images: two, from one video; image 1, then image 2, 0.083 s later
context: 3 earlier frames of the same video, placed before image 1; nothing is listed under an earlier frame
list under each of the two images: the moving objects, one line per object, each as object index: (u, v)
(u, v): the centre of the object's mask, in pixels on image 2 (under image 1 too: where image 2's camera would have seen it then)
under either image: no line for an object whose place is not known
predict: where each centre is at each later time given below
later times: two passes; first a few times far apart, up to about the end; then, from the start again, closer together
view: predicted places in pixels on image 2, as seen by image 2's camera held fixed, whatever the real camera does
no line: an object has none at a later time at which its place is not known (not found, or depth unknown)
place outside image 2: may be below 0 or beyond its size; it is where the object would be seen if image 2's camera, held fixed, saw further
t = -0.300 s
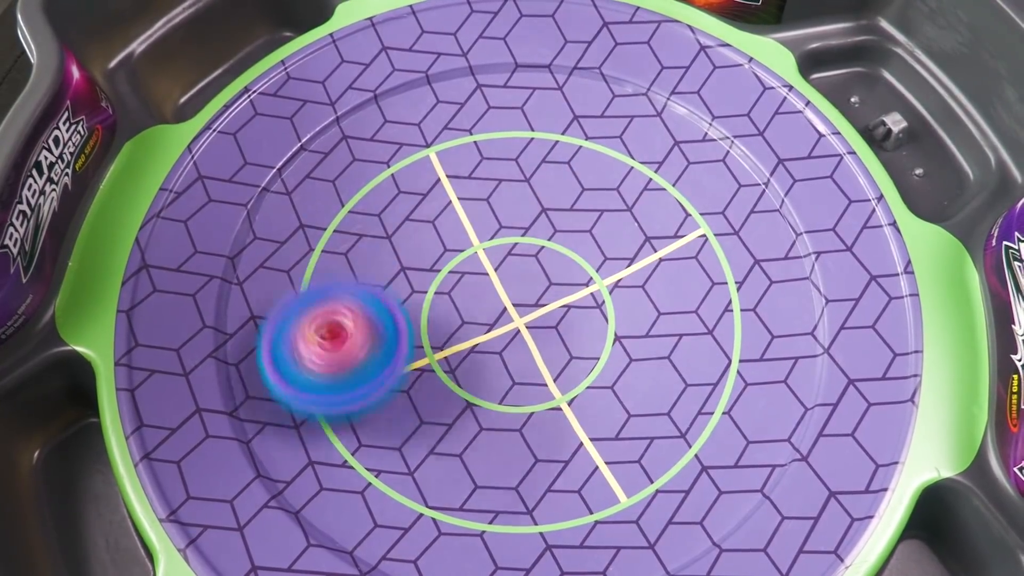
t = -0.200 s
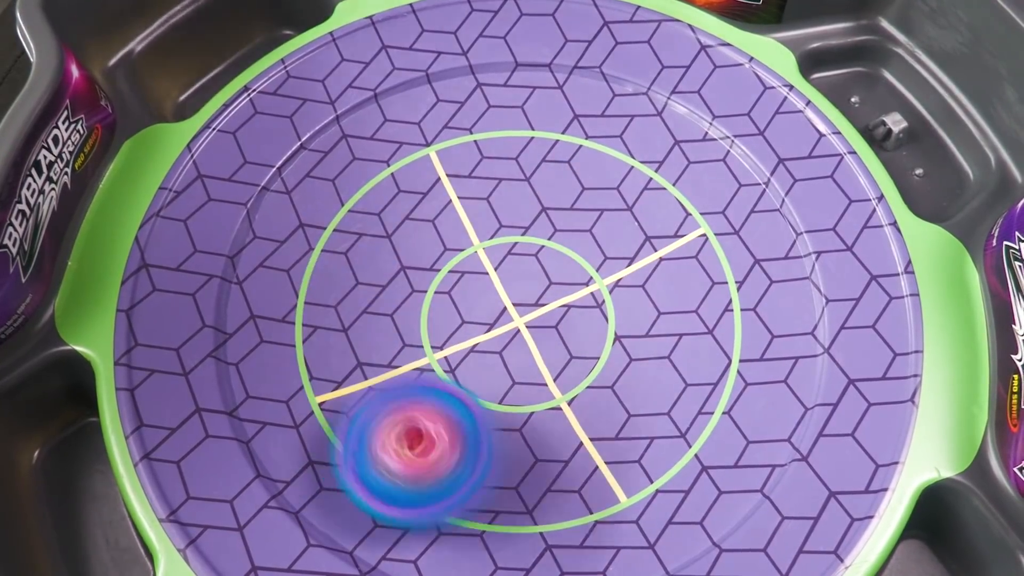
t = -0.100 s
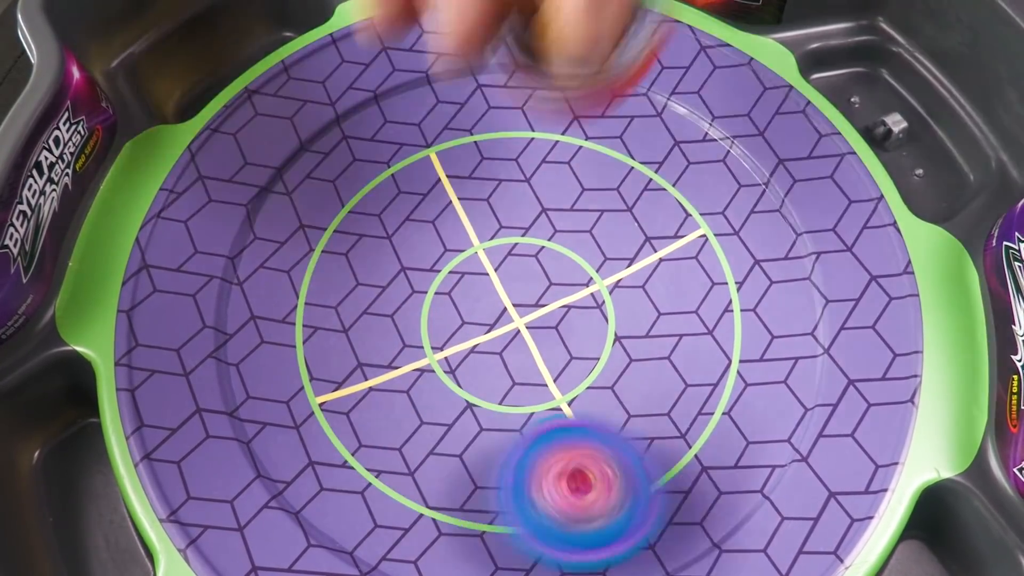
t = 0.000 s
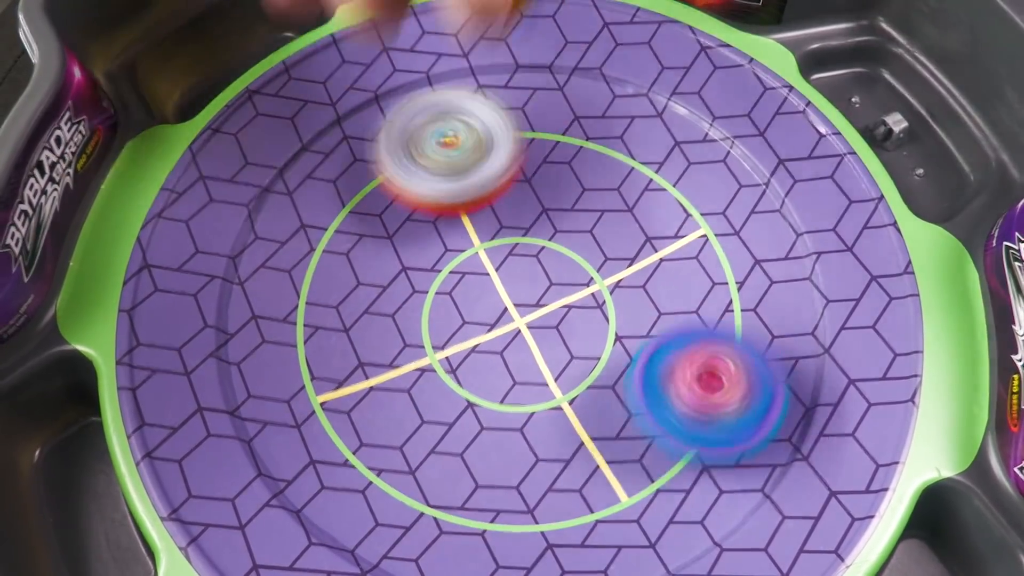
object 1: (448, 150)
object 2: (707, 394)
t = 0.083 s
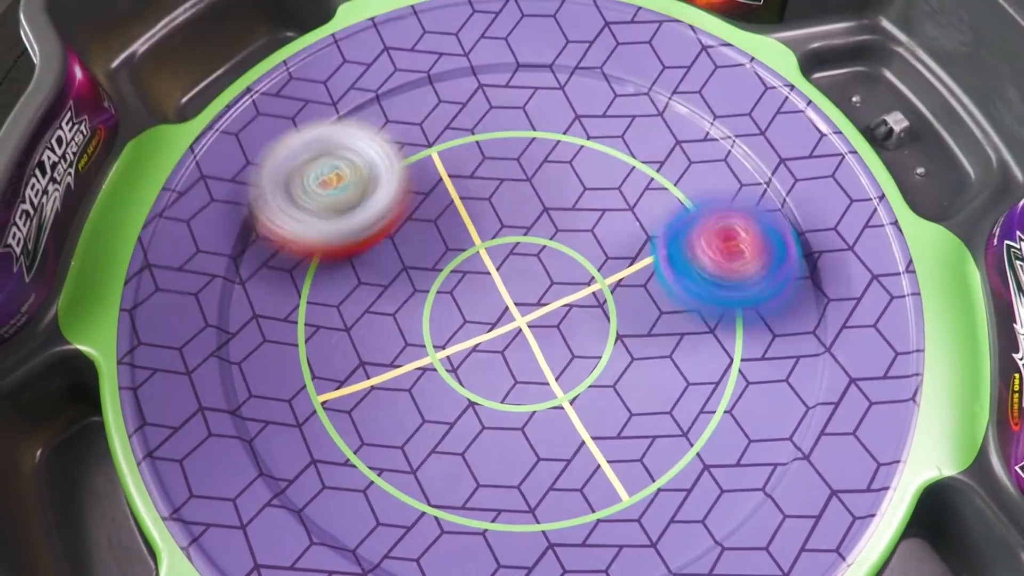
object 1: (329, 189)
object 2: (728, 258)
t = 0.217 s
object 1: (224, 424)
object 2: (555, 91)
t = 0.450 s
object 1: (802, 490)
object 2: (172, 282)
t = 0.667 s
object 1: (709, 59)
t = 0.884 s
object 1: (205, 279)
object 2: (674, 209)
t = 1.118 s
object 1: (675, 451)
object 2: (389, 40)
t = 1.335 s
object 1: (665, 38)
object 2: (270, 231)
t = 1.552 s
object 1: (158, 145)
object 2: (558, 393)
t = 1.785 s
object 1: (132, 491)
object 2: (685, 206)
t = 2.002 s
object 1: (478, 439)
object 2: (528, 108)
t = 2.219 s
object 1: (665, 114)
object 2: (465, 304)
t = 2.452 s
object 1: (279, 54)
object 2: (691, 291)
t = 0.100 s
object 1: (305, 205)
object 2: (718, 230)
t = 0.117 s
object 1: (280, 224)
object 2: (706, 203)
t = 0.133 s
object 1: (258, 247)
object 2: (690, 179)
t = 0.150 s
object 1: (235, 274)
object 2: (664, 157)
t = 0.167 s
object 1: (216, 304)
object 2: (642, 137)
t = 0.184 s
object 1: (210, 337)
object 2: (614, 118)
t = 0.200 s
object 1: (215, 379)
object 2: (588, 104)
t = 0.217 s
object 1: (224, 424)
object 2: (555, 91)
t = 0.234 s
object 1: (237, 464)
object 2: (525, 83)
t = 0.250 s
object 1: (253, 499)
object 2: (493, 79)
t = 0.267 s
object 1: (277, 521)
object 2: (457, 78)
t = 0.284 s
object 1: (316, 533)
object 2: (424, 78)
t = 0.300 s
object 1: (363, 542)
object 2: (392, 78)
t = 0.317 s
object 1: (411, 550)
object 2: (357, 84)
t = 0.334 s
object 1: (468, 553)
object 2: (326, 94)
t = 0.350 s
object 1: (524, 555)
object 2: (298, 112)
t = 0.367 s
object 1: (580, 551)
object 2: (270, 134)
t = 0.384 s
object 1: (632, 547)
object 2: (247, 158)
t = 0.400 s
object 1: (684, 537)
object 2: (224, 185)
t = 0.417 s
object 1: (729, 527)
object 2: (202, 217)
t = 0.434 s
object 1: (767, 511)
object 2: (185, 247)
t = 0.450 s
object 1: (802, 490)
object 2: (172, 282)
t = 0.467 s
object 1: (833, 448)
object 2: (163, 316)
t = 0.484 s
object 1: (857, 410)
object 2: (158, 352)
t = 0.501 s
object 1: (876, 367)
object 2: (156, 393)
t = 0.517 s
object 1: (885, 322)
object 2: (162, 431)
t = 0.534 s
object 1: (893, 280)
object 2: (173, 472)
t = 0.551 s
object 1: (891, 233)
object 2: (191, 503)
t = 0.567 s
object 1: (884, 189)
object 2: (216, 518)
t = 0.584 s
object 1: (874, 146)
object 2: (265, 509)
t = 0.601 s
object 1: (859, 103)
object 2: (307, 503)
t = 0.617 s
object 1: (826, 64)
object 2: (349, 502)
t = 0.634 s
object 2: (395, 500)
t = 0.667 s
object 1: (709, 59)
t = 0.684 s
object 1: (668, 65)
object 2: (502, 468)
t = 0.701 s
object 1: (624, 73)
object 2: (540, 450)
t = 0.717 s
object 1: (585, 84)
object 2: (573, 434)
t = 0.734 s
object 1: (538, 89)
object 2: (597, 414)
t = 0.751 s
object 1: (493, 95)
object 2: (619, 394)
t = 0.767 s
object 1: (446, 104)
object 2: (640, 372)
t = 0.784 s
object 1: (402, 119)
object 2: (657, 349)
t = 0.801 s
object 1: (359, 137)
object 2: (667, 324)
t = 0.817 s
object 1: (319, 156)
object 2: (673, 300)
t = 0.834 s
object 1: (279, 180)
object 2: (678, 277)
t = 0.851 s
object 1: (245, 207)
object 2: (678, 252)
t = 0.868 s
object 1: (218, 240)
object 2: (678, 230)
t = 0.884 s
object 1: (205, 279)
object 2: (674, 209)
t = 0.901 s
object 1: (199, 327)
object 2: (667, 187)
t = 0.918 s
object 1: (197, 381)
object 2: (658, 165)
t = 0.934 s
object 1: (202, 429)
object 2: (643, 146)
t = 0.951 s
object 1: (210, 484)
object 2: (627, 124)
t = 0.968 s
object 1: (231, 514)
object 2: (606, 101)
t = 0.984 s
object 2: (589, 81)
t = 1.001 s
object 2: (568, 61)
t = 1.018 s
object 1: (377, 512)
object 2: (544, 48)
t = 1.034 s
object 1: (427, 518)
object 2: (515, 45)
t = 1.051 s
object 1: (476, 520)
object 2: (490, 44)
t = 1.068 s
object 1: (529, 513)
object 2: (462, 42)
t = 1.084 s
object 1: (583, 501)
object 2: (436, 42)
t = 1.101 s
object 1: (631, 485)
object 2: (412, 41)
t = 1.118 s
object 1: (675, 451)
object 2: (389, 40)
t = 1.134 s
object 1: (711, 419)
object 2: (366, 42)
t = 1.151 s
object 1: (742, 384)
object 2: (348, 46)
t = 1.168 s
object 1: (765, 348)
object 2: (329, 50)
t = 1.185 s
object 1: (781, 307)
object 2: (313, 58)
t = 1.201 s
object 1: (792, 266)
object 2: (297, 69)
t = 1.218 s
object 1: (799, 229)
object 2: (283, 84)
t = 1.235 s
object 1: (800, 191)
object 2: (271, 101)
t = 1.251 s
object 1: (795, 152)
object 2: (261, 121)
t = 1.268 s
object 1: (776, 116)
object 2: (255, 141)
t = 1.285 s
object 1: (757, 83)
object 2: (255, 162)
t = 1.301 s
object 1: (733, 57)
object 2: (255, 187)
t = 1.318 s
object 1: (705, 42)
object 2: (261, 214)
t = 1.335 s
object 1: (665, 38)
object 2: (270, 231)
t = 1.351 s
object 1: (627, 33)
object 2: (280, 251)
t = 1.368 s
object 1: (583, 30)
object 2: (296, 276)
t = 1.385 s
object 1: (544, 27)
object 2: (310, 298)
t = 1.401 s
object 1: (506, 25)
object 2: (327, 319)
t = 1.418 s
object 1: (466, 24)
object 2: (348, 336)
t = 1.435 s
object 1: (426, 29)
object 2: (372, 358)
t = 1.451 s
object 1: (383, 34)
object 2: (401, 373)
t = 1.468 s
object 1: (340, 41)
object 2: (429, 384)
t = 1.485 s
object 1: (300, 51)
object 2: (456, 391)
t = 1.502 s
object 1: (262, 65)
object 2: (480, 396)
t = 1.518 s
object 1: (225, 84)
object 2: (509, 398)
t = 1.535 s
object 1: (188, 113)
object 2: (536, 397)
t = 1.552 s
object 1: (158, 145)
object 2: (558, 393)
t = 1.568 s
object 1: (135, 189)
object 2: (582, 388)
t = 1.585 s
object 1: (115, 234)
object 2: (603, 375)
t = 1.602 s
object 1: (97, 282)
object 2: (623, 365)
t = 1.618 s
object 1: (86, 329)
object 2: (642, 350)
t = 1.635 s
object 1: (76, 376)
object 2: (660, 335)
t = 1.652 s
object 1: (70, 426)
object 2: (672, 319)
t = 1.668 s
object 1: (66, 474)
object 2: (684, 304)
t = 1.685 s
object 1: (70, 504)
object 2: (693, 288)
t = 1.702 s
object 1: (84, 516)
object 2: (700, 271)
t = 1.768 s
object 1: (123, 494)
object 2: (691, 217)
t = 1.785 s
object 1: (132, 491)
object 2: (685, 206)
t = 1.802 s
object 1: (145, 481)
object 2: (678, 193)
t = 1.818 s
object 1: (159, 469)
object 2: (668, 182)
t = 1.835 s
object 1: (178, 459)
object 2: (660, 172)
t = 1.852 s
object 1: (200, 451)
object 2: (653, 157)
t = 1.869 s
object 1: (226, 444)
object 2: (642, 144)
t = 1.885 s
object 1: (246, 443)
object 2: (631, 133)
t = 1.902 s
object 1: (273, 440)
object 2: (619, 122)
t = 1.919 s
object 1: (301, 441)
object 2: (607, 114)
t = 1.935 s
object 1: (332, 441)
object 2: (594, 109)
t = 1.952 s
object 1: (366, 446)
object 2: (580, 106)
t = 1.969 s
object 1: (403, 447)
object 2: (563, 104)
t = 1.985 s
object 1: (443, 445)
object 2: (546, 104)
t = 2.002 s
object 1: (478, 439)
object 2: (528, 108)
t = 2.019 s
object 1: (519, 429)
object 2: (509, 115)
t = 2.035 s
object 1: (551, 416)
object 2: (491, 121)
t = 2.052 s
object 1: (586, 397)
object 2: (475, 131)
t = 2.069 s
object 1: (613, 375)
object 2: (460, 142)
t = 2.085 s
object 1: (637, 351)
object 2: (448, 158)
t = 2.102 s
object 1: (658, 325)
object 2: (439, 176)
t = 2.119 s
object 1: (672, 295)
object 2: (433, 197)
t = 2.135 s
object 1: (682, 266)
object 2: (431, 214)
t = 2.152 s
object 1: (689, 232)
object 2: (432, 231)
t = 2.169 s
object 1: (691, 202)
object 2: (436, 248)
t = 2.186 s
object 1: (686, 172)
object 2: (445, 269)
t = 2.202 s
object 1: (678, 143)
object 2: (452, 287)
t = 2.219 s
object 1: (665, 114)
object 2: (465, 304)
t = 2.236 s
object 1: (650, 88)
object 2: (480, 316)
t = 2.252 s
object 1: (632, 65)
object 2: (495, 329)
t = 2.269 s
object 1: (608, 49)
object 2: (508, 339)
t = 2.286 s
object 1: (576, 43)
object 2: (526, 346)
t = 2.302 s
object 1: (543, 38)
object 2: (546, 351)
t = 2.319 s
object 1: (510, 36)
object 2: (566, 353)
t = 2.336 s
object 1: (479, 34)
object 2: (589, 352)
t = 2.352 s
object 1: (450, 29)
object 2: (613, 349)
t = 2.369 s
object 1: (418, 27)
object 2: (632, 344)
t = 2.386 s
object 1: (387, 29)
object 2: (647, 335)
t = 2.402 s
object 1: (356, 34)
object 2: (663, 325)
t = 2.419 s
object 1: (327, 39)
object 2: (674, 313)
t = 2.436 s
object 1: (303, 45)
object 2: (684, 302)
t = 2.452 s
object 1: (279, 54)
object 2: (691, 291)
